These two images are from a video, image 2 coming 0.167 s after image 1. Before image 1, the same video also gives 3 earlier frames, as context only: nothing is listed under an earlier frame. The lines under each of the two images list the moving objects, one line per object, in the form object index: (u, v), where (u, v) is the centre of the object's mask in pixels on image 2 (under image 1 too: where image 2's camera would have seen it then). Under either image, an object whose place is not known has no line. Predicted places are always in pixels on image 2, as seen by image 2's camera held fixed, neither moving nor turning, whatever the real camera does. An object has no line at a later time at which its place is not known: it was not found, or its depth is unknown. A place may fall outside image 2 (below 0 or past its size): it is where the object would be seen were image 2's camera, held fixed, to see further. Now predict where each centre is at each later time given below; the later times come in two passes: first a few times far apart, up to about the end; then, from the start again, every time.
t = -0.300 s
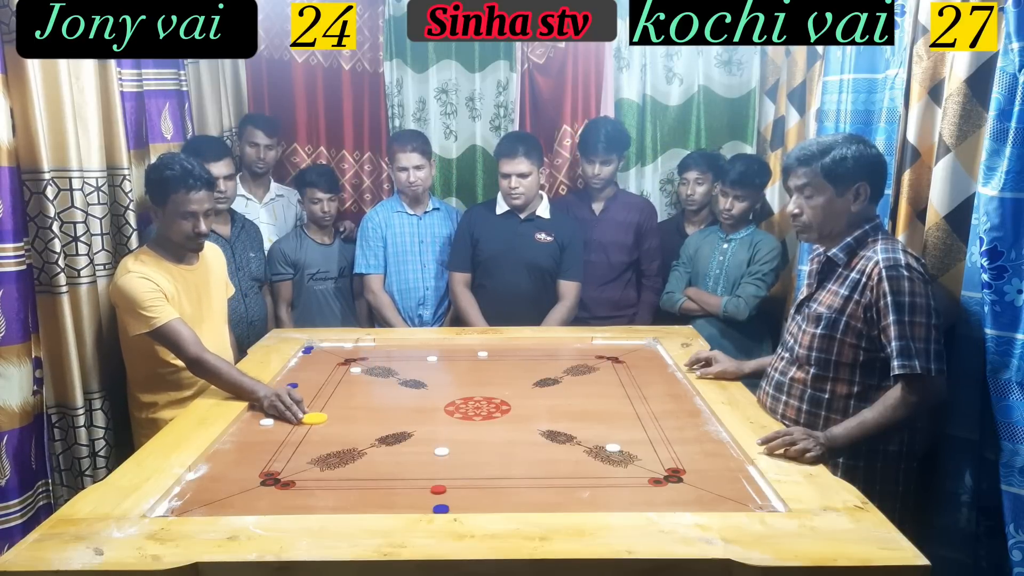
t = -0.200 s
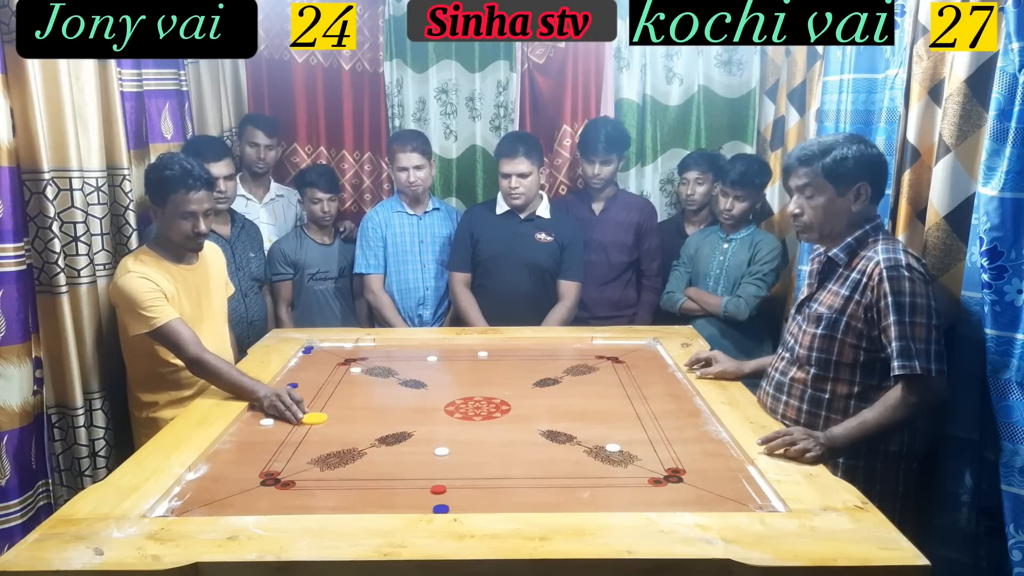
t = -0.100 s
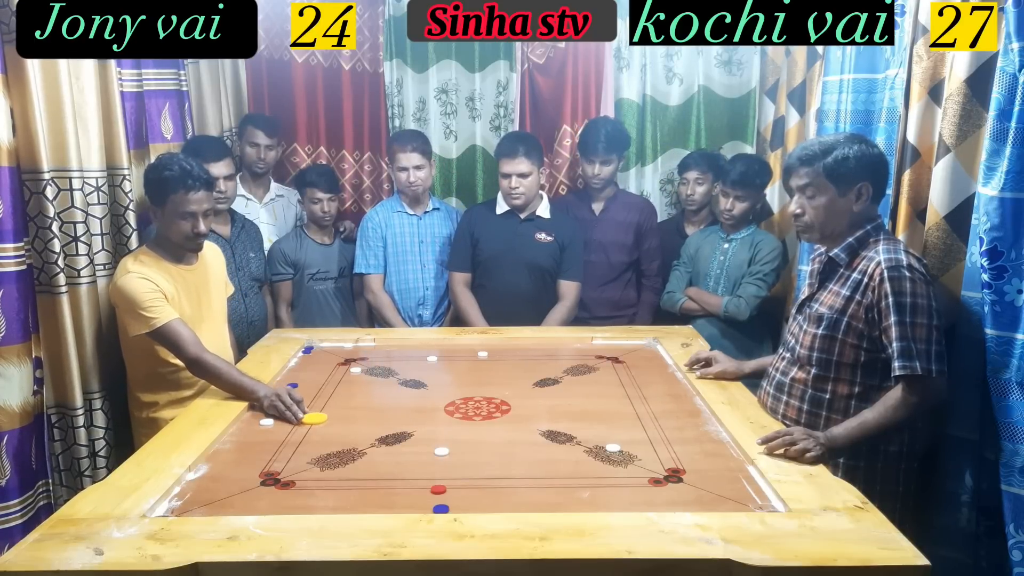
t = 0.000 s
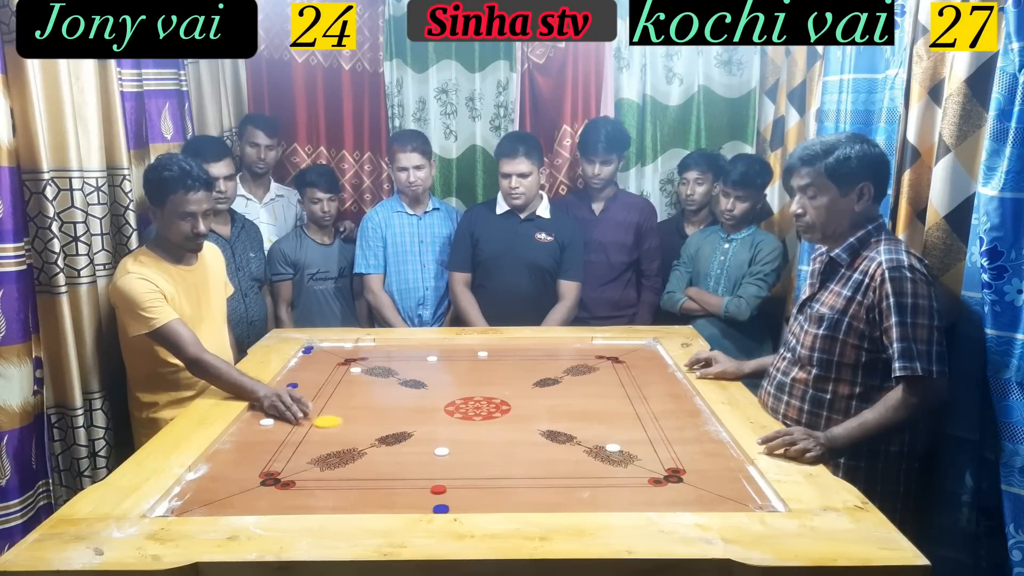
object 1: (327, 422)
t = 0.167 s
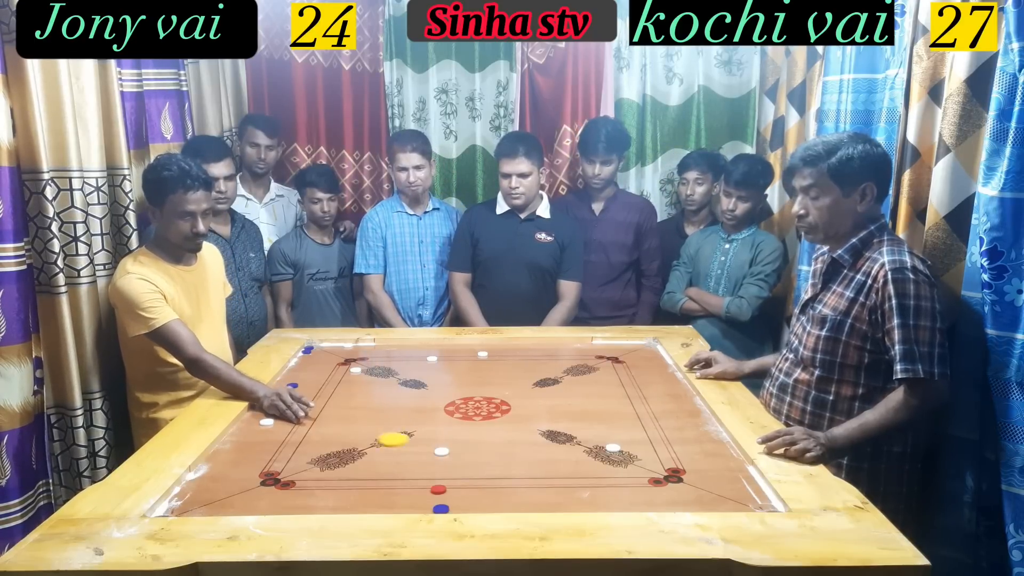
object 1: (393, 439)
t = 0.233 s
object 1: (420, 447)
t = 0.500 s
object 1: (486, 463)
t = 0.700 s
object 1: (522, 471)
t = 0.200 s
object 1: (406, 443)
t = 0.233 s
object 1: (420, 447)
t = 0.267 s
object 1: (430, 449)
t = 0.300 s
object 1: (438, 451)
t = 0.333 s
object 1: (447, 454)
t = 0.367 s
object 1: (455, 456)
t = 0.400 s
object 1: (464, 458)
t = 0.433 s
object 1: (471, 460)
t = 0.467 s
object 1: (479, 461)
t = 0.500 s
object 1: (486, 463)
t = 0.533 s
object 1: (493, 465)
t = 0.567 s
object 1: (499, 466)
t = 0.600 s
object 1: (505, 468)
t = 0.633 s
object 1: (511, 469)
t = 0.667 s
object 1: (517, 470)
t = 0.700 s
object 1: (522, 471)
